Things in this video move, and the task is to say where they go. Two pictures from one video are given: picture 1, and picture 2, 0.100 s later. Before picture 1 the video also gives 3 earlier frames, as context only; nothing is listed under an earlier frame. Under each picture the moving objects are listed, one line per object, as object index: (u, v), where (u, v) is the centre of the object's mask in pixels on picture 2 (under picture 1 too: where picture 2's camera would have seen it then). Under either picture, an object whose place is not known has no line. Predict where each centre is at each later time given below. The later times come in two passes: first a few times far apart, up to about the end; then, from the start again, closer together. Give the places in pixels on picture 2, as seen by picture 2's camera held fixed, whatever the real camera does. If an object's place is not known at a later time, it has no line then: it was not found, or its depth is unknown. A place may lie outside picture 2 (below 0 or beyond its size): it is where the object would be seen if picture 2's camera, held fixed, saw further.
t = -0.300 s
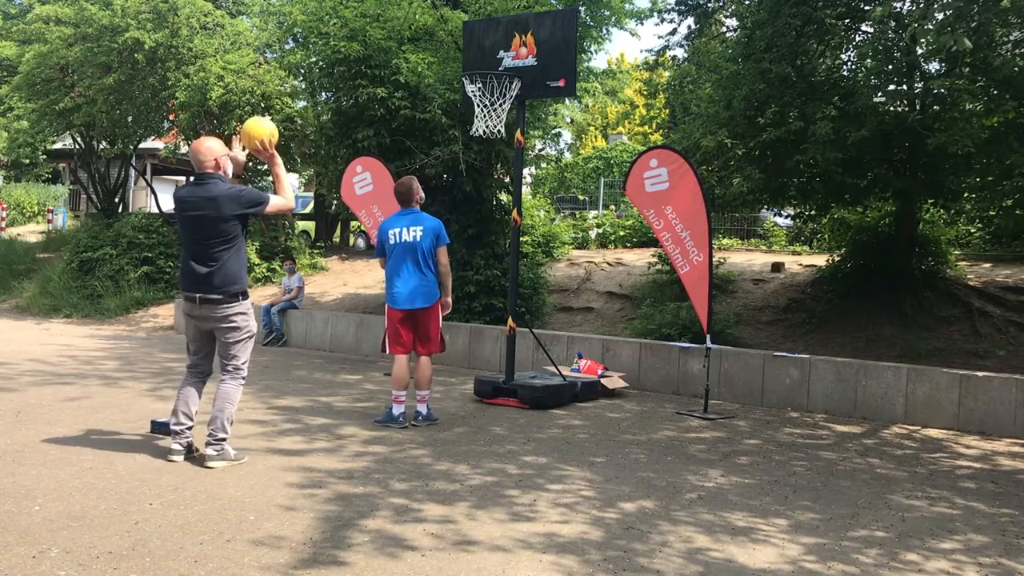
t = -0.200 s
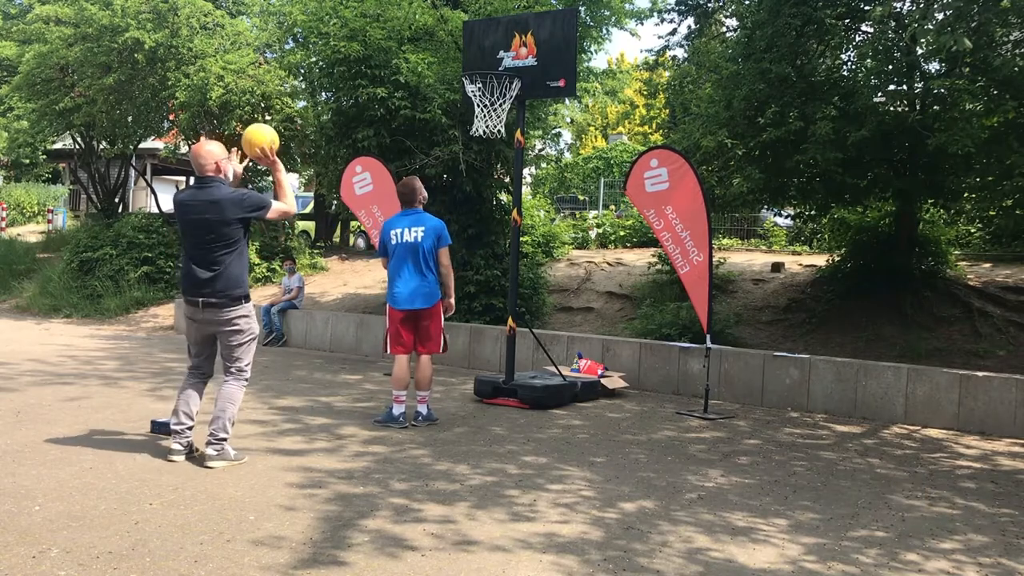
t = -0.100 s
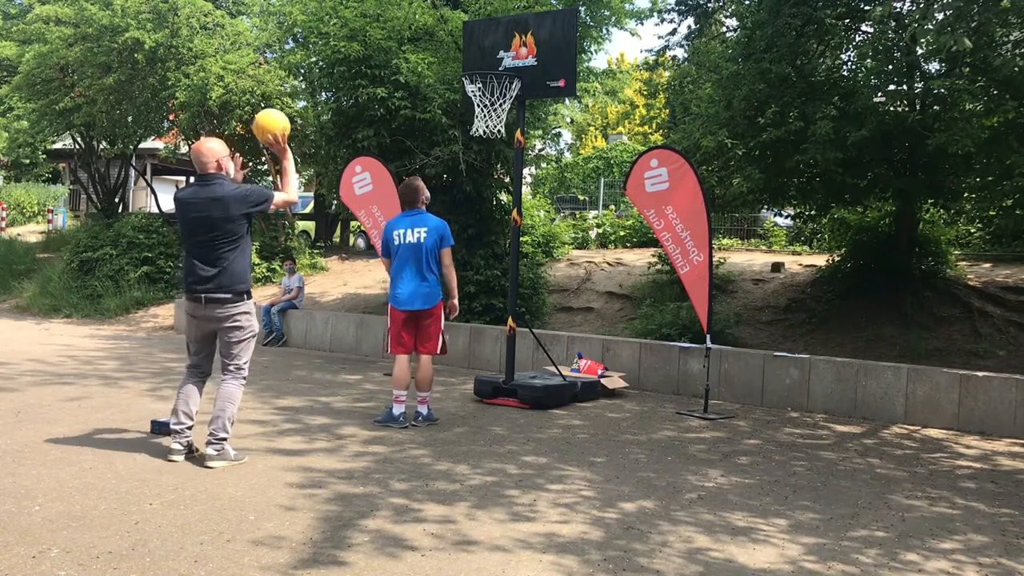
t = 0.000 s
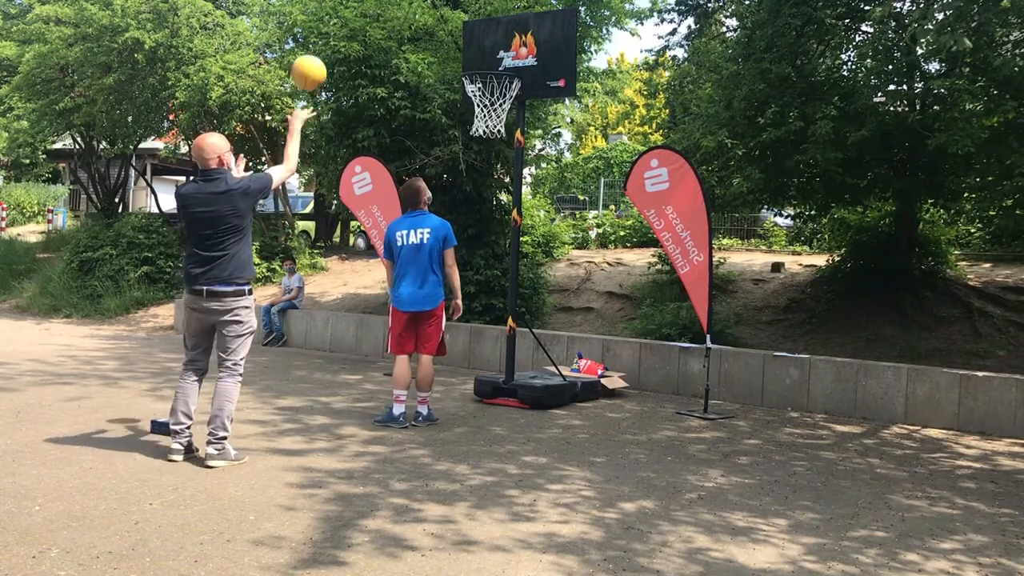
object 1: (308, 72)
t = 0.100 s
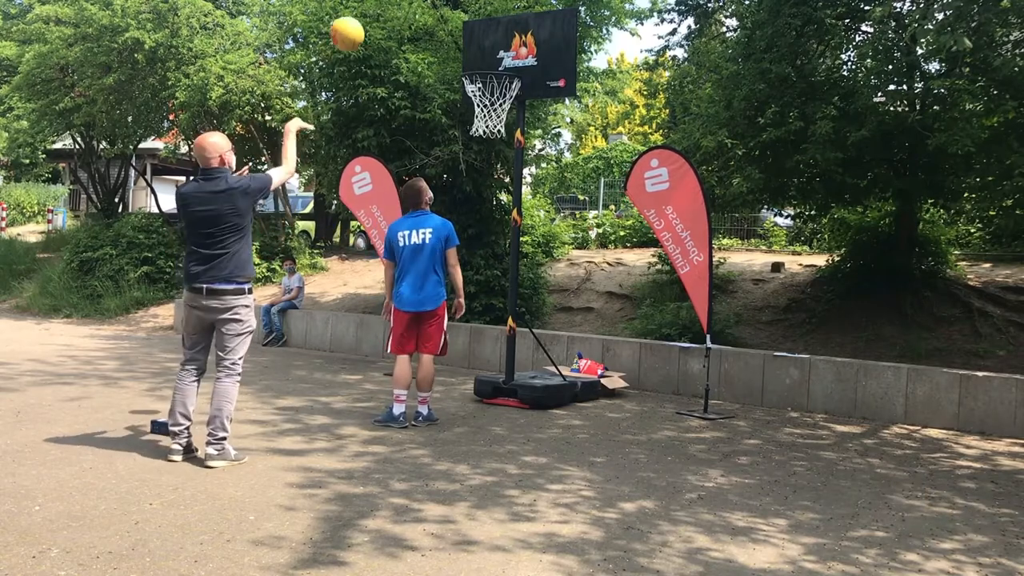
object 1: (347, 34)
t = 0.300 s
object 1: (412, 12)
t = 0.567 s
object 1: (477, 61)
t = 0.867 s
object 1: (510, 115)
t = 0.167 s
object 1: (370, 18)
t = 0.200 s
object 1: (381, 14)
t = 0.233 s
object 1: (392, 12)
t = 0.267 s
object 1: (403, 12)
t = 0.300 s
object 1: (412, 12)
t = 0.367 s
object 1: (430, 14)
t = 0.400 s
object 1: (440, 19)
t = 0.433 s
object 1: (448, 24)
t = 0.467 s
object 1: (456, 33)
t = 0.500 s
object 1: (463, 41)
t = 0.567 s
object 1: (477, 61)
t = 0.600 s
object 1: (484, 73)
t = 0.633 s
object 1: (490, 87)
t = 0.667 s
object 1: (496, 99)
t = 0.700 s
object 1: (500, 105)
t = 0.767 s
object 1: (506, 109)
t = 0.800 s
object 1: (507, 110)
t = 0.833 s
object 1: (508, 112)
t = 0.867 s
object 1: (510, 115)
